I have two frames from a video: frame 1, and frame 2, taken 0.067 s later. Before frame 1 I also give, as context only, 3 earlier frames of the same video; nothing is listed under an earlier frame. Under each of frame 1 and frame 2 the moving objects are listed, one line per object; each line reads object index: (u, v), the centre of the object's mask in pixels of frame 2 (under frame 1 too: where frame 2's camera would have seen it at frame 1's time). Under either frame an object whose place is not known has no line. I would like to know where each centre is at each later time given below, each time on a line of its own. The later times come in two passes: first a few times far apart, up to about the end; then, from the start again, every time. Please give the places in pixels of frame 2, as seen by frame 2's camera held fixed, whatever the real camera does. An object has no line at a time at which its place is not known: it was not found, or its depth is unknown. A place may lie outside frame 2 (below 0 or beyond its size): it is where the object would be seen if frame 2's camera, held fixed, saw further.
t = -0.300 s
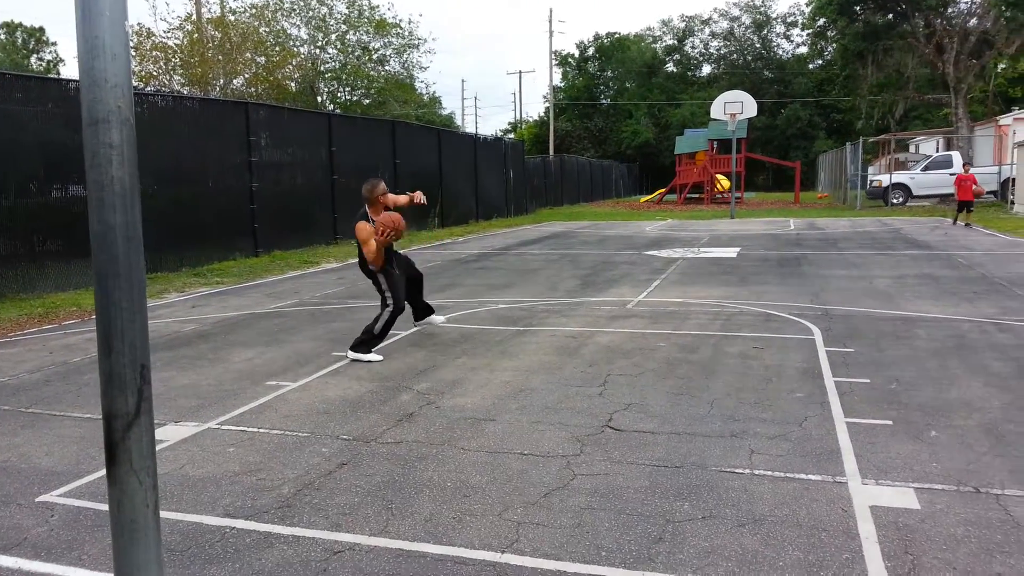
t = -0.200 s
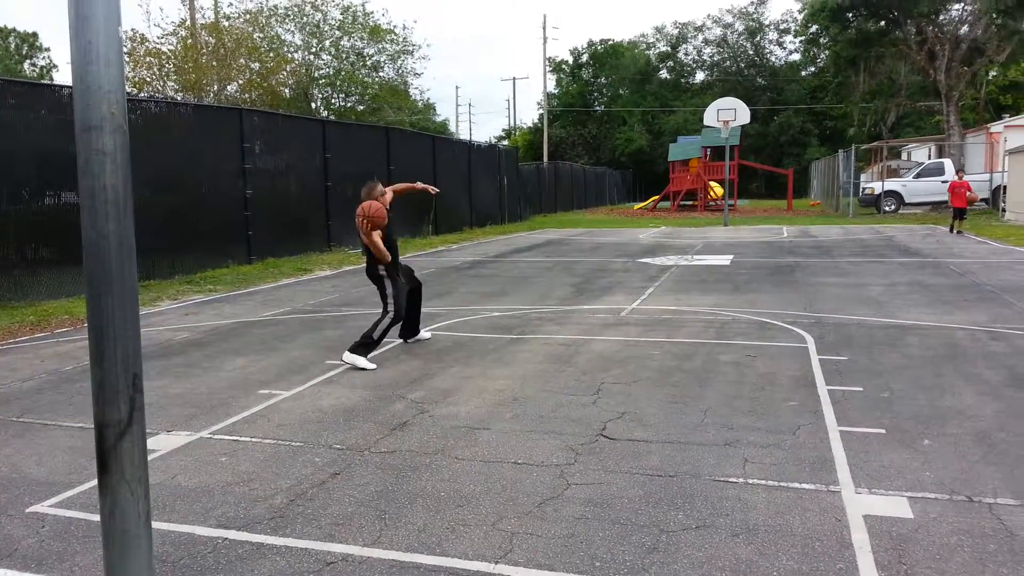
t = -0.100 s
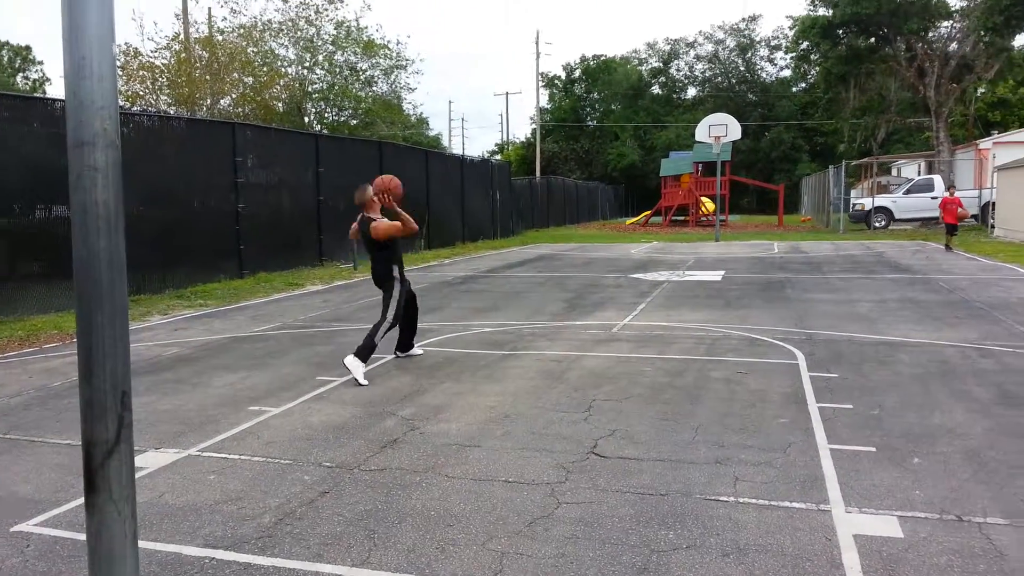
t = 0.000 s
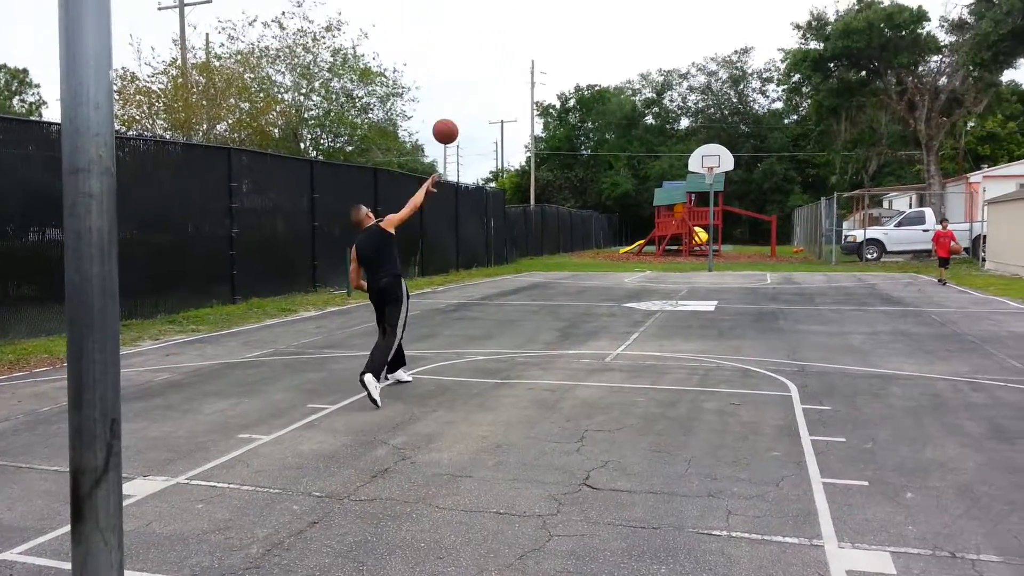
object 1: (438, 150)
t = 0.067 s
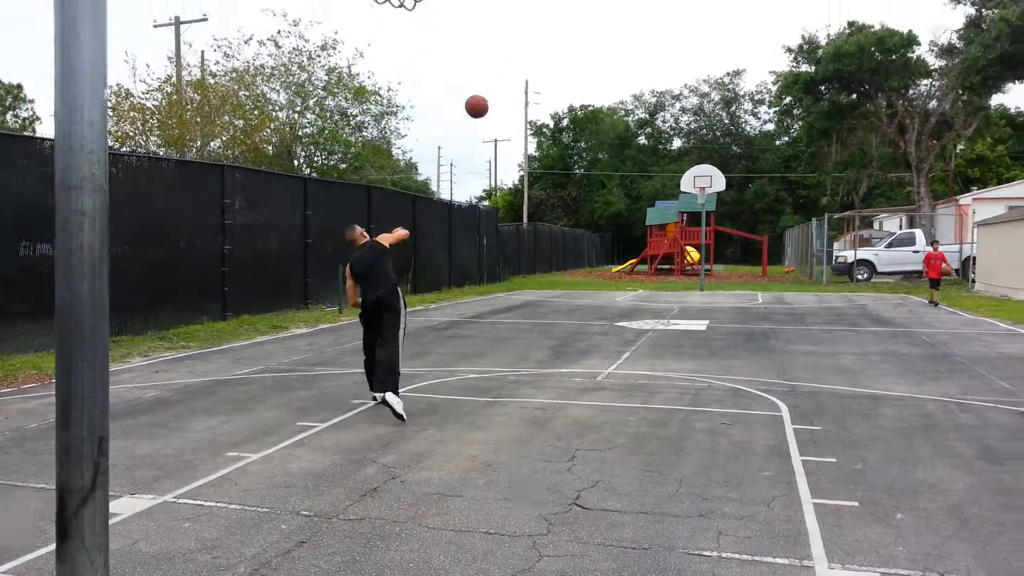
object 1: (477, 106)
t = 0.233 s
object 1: (544, 37)
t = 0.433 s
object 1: (595, 3)
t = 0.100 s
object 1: (493, 88)
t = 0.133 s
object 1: (507, 73)
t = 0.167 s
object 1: (519, 59)
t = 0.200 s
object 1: (532, 47)
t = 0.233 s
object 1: (544, 37)
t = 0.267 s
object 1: (554, 28)
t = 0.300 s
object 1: (563, 20)
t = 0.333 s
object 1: (572, 14)
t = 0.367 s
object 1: (580, 9)
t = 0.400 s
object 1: (587, 6)
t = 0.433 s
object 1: (595, 3)
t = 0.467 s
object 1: (602, 0)
